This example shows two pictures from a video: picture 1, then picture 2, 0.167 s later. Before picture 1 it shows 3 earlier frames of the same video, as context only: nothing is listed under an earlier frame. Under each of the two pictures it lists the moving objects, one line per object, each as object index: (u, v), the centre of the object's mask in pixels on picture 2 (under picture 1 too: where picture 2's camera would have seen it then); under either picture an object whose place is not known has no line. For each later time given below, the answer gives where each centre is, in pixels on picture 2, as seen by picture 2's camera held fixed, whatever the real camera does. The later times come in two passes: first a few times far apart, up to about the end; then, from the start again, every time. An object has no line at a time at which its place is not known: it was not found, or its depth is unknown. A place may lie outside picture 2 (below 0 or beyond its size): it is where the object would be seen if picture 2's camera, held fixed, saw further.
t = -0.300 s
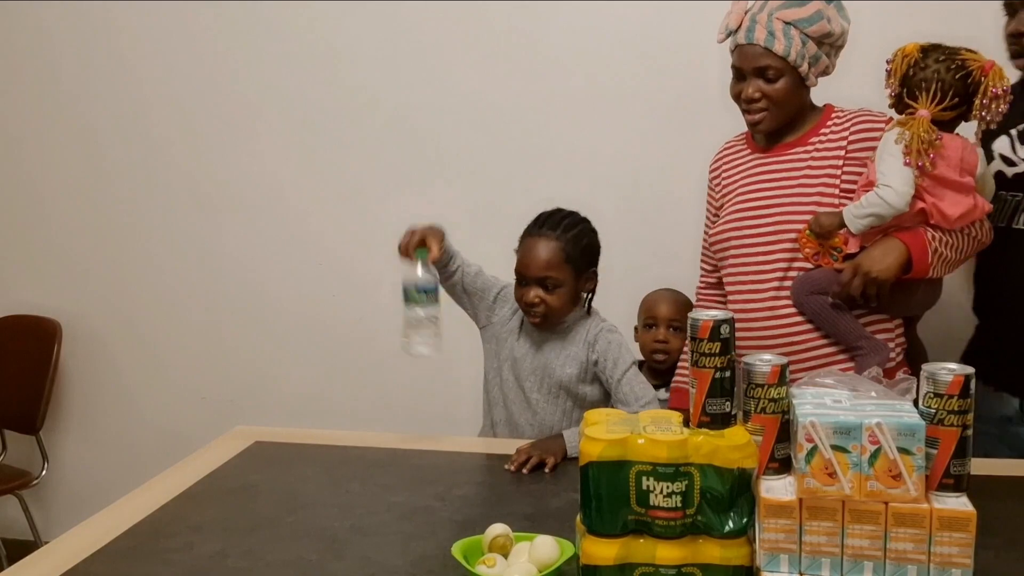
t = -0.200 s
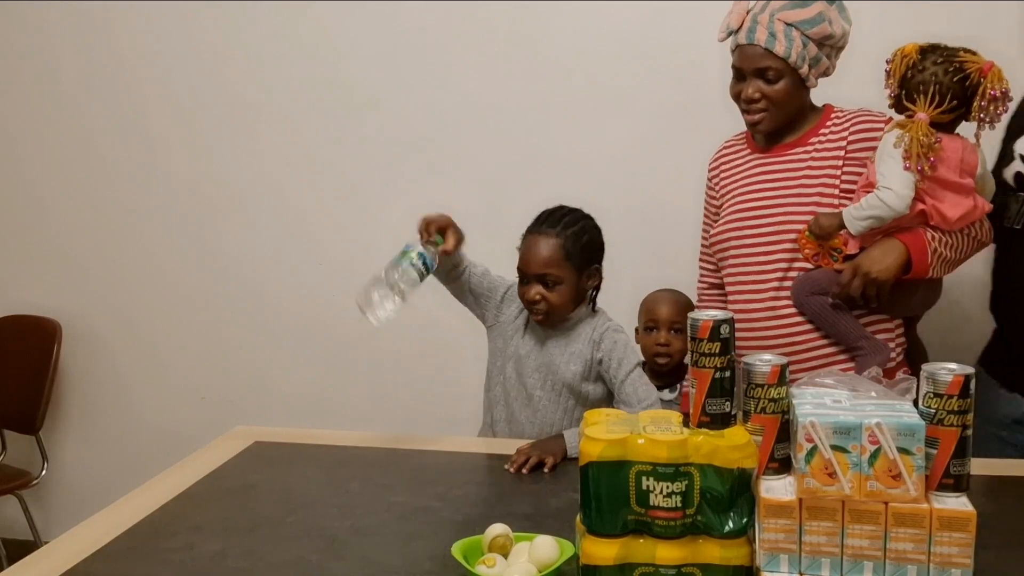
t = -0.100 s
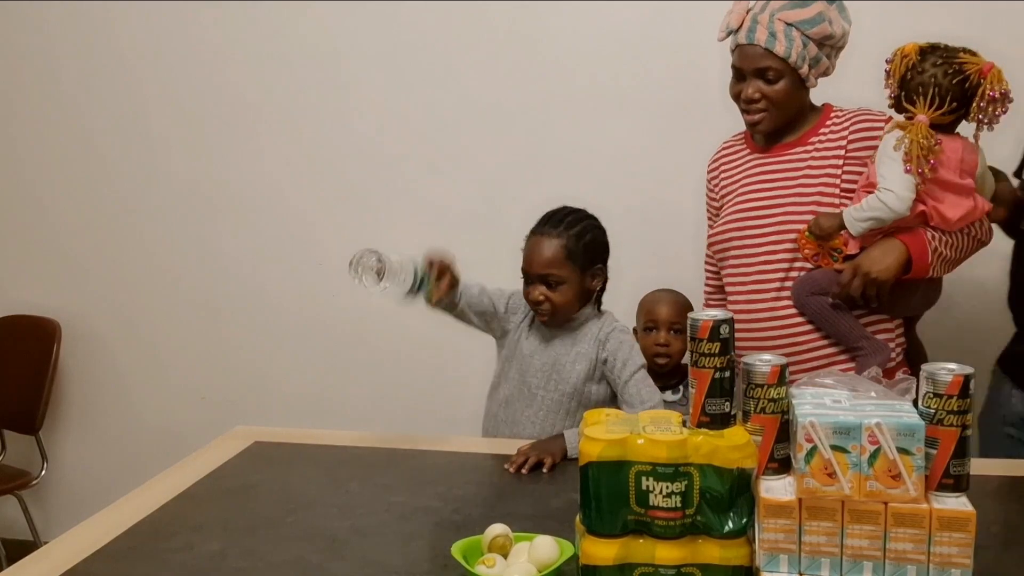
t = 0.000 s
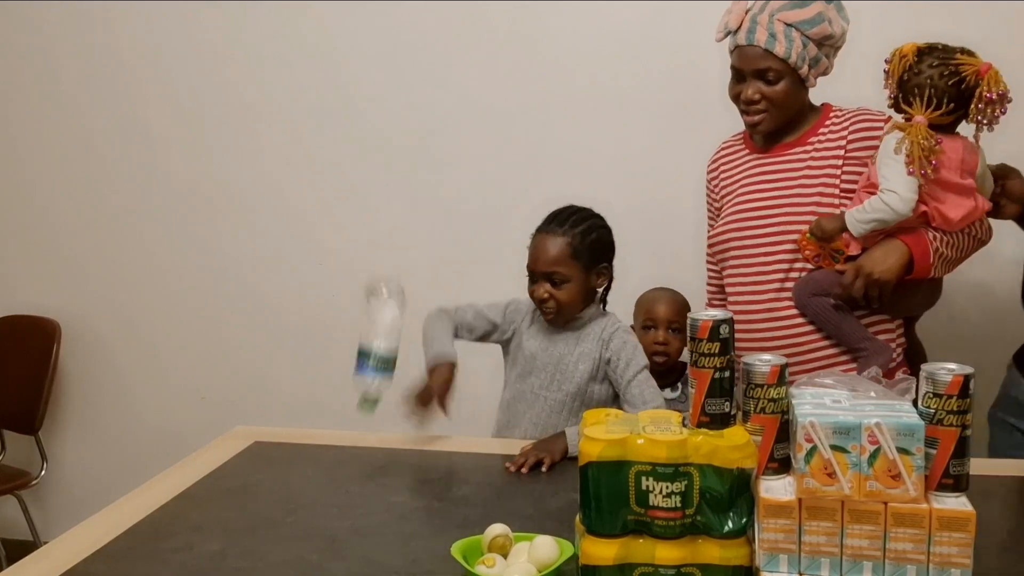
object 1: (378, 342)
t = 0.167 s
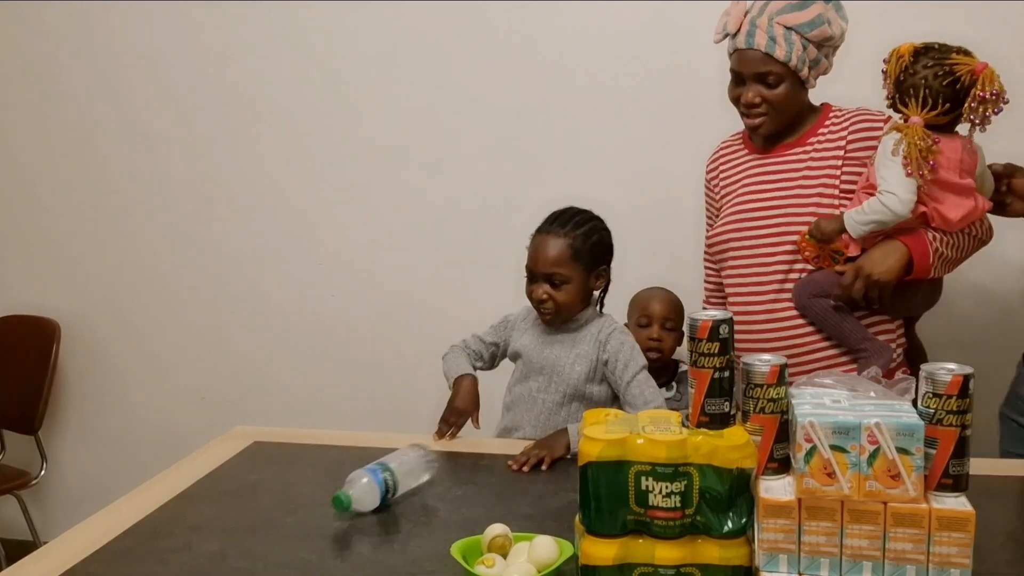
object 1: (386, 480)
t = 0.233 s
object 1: (397, 479)
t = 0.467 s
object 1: (422, 488)
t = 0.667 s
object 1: (444, 497)
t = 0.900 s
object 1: (468, 506)
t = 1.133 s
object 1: (495, 512)
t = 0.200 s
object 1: (392, 479)
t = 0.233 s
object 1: (397, 479)
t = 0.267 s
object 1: (402, 482)
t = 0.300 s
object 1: (407, 483)
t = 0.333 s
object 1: (411, 484)
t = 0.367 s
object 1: (414, 485)
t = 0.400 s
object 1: (416, 486)
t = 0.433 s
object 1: (419, 487)
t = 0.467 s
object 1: (422, 488)
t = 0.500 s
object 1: (426, 489)
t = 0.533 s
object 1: (430, 491)
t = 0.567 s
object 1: (434, 493)
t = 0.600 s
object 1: (437, 494)
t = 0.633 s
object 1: (440, 495)
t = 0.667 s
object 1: (444, 497)
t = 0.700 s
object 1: (447, 498)
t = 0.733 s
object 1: (451, 500)
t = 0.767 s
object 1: (455, 501)
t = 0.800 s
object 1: (459, 502)
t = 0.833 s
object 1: (462, 503)
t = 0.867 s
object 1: (465, 505)
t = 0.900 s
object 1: (468, 506)
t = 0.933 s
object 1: (472, 507)
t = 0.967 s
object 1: (476, 509)
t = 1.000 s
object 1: (481, 510)
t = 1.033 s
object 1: (485, 510)
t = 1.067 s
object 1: (487, 510)
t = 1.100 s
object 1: (491, 511)
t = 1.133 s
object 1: (495, 512)
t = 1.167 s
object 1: (501, 512)
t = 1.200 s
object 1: (508, 513)
